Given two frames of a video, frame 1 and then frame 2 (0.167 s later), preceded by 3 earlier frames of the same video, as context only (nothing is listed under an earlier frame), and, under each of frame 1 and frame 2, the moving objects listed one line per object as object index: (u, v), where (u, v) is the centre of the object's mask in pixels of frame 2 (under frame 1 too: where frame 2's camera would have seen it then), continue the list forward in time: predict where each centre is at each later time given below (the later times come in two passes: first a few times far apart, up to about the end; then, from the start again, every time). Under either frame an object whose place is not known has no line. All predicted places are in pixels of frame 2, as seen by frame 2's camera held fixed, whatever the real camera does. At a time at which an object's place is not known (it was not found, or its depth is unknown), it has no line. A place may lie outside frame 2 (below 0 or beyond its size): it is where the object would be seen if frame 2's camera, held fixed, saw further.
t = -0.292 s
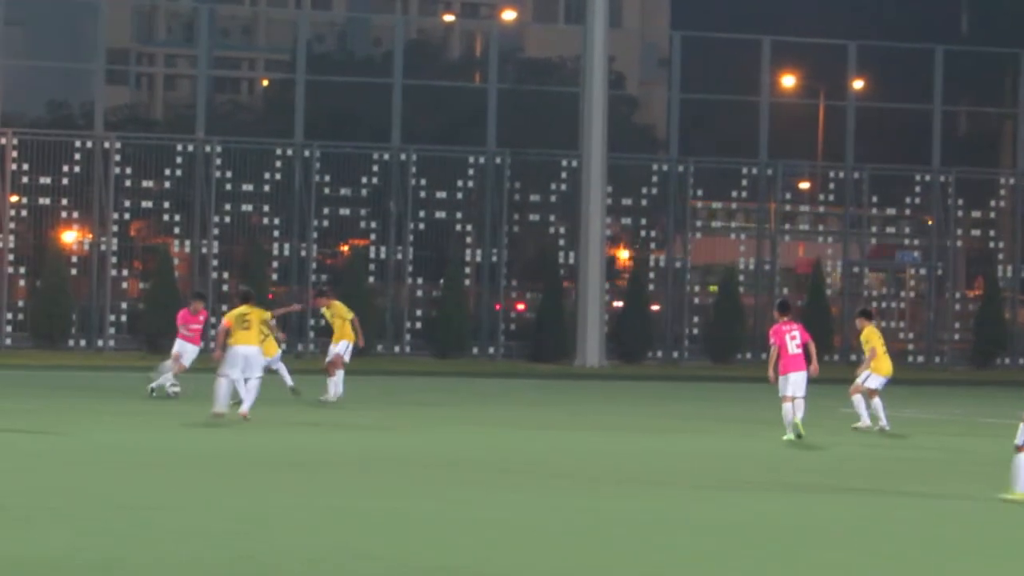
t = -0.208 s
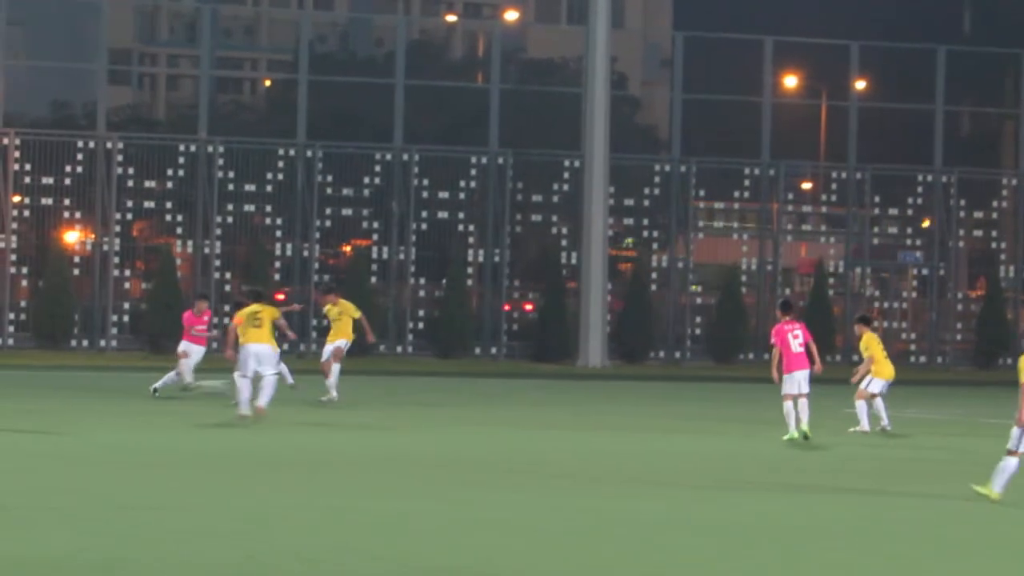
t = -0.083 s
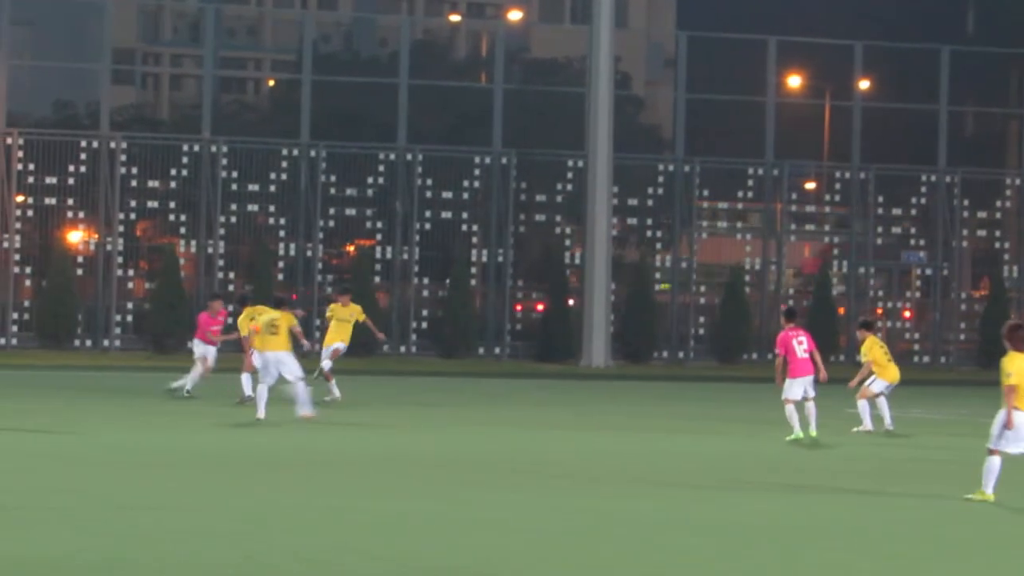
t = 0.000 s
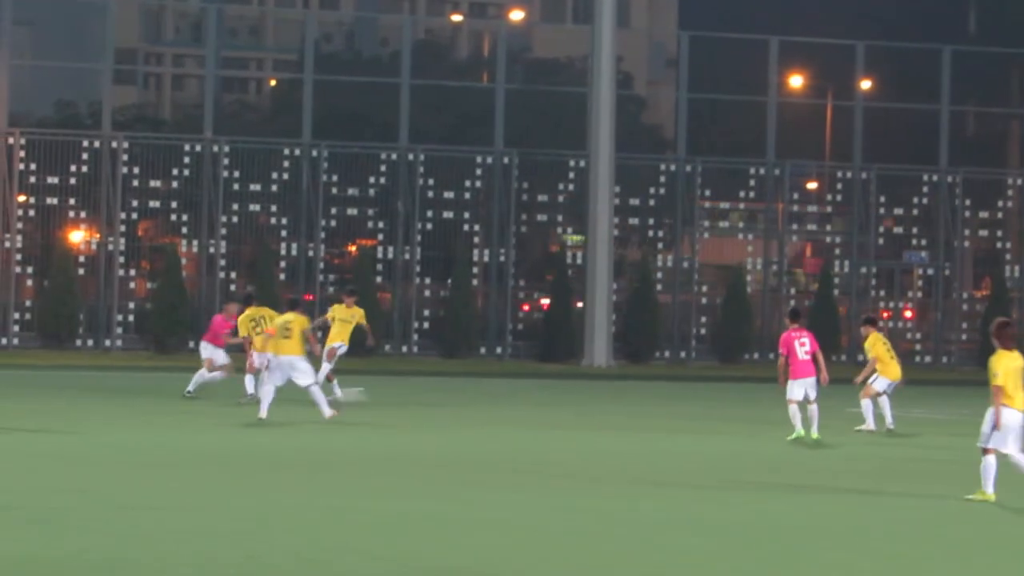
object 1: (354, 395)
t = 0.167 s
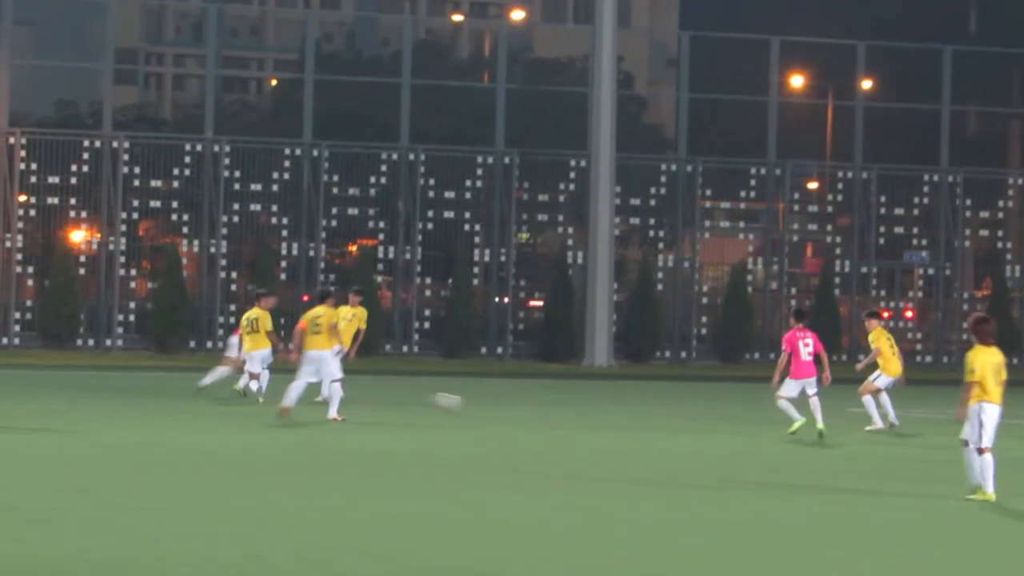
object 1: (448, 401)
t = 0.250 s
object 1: (492, 403)
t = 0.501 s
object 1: (617, 415)
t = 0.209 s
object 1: (472, 405)
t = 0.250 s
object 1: (492, 403)
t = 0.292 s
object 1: (514, 402)
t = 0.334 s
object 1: (535, 403)
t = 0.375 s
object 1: (554, 404)
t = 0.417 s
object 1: (576, 409)
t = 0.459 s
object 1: (597, 414)
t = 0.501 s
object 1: (617, 415)
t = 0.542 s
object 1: (636, 413)
